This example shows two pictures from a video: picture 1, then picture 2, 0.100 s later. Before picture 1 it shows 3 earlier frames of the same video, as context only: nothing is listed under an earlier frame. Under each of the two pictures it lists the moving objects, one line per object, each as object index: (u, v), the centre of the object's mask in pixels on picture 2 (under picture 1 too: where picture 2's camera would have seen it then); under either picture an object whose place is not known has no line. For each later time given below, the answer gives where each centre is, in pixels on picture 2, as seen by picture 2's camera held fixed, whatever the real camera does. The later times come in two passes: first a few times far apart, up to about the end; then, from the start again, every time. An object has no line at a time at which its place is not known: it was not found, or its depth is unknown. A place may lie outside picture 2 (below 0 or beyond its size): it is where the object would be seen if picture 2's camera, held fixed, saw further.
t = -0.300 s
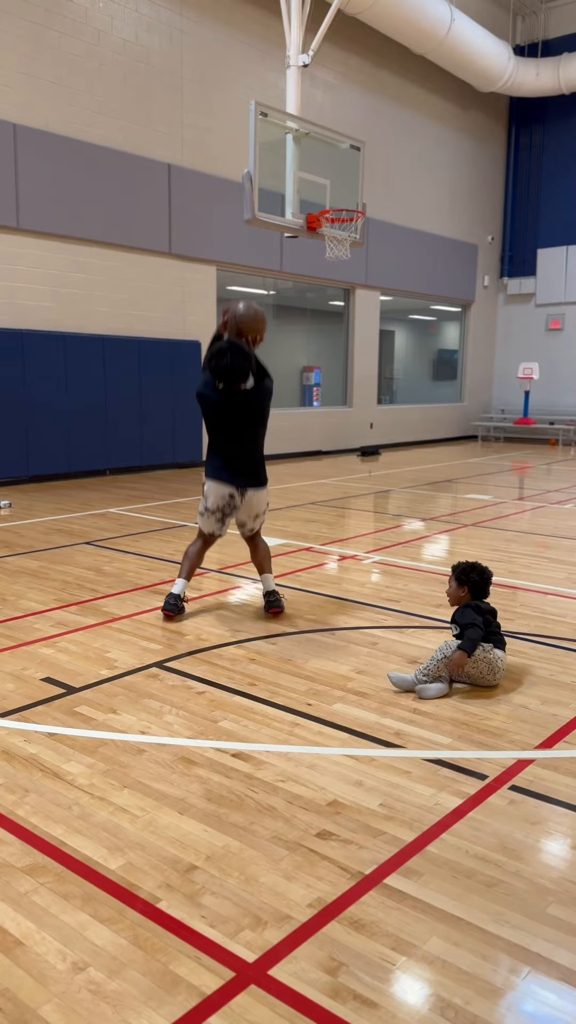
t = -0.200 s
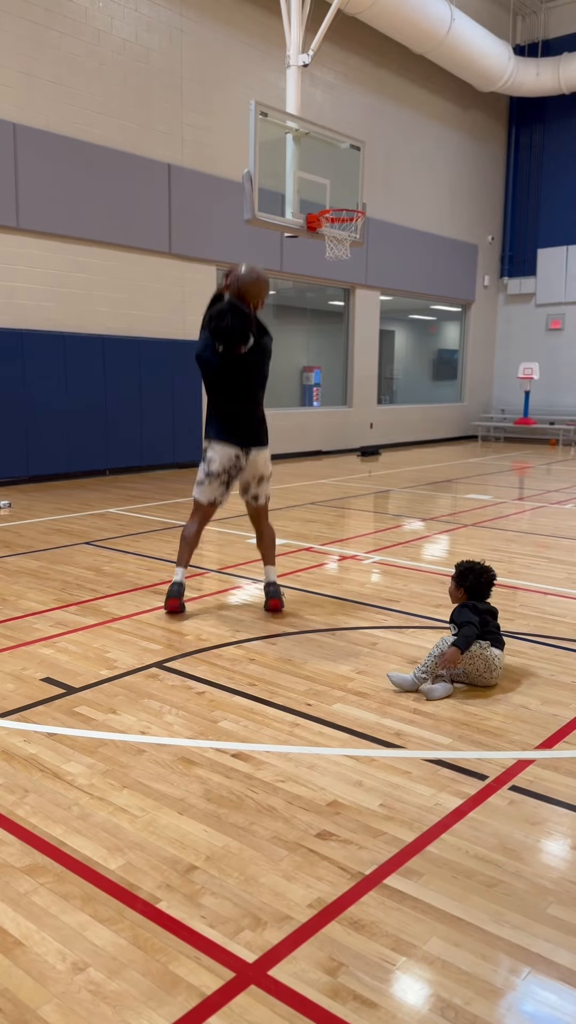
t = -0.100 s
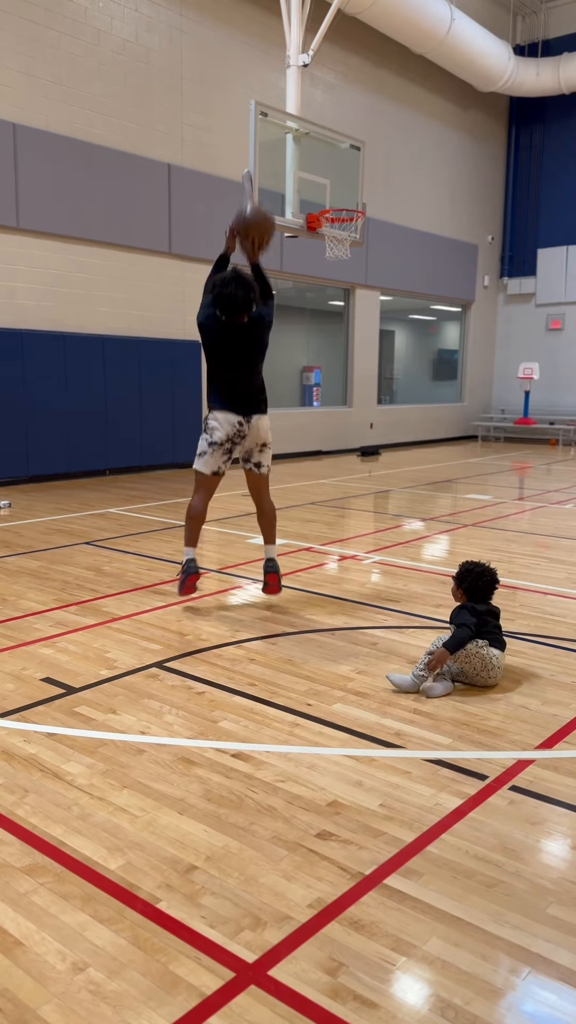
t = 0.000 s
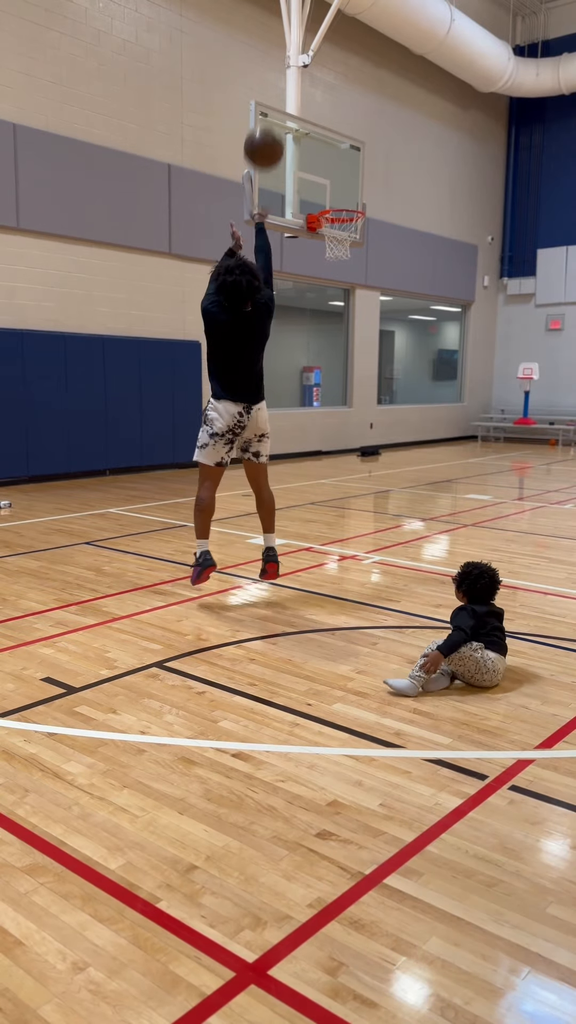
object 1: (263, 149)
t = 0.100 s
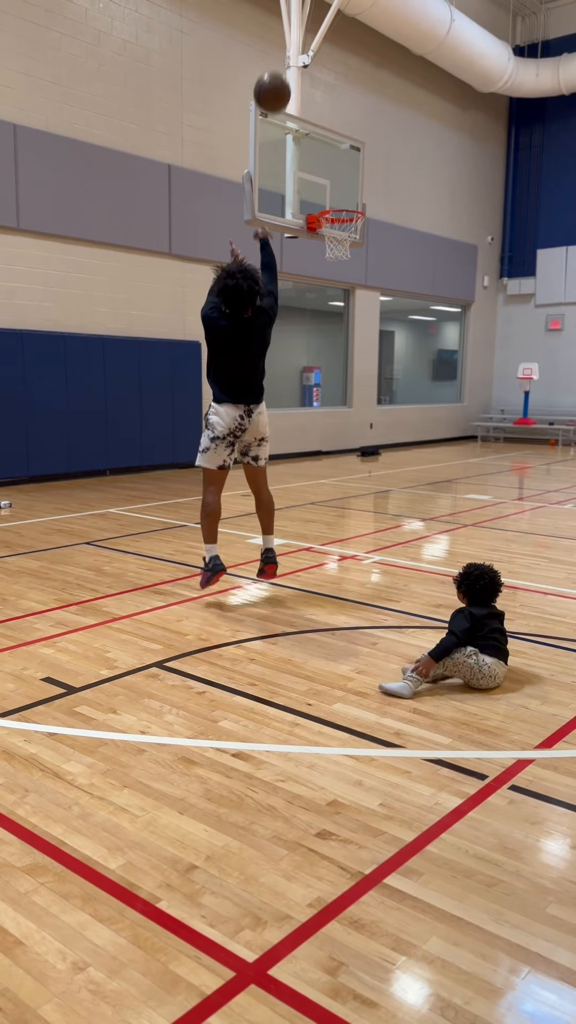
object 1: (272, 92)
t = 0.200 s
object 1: (279, 60)
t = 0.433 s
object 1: (292, 46)
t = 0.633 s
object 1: (301, 86)
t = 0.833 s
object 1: (306, 159)
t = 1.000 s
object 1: (343, 219)
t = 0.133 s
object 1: (274, 79)
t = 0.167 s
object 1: (277, 68)
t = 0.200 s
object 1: (279, 60)
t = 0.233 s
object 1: (281, 53)
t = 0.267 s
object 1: (284, 48)
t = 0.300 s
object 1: (286, 44)
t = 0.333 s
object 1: (287, 43)
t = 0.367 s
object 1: (289, 43)
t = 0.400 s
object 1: (291, 44)
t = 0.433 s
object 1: (292, 46)
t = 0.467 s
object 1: (294, 50)
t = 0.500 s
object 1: (295, 55)
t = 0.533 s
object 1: (297, 61)
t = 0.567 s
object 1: (298, 68)
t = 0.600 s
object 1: (299, 77)
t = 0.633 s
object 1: (301, 86)
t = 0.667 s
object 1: (301, 96)
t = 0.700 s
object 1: (303, 107)
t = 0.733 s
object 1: (303, 119)
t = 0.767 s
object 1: (304, 132)
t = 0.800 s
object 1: (305, 145)
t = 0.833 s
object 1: (306, 159)
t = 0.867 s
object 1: (307, 174)
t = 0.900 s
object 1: (315, 184)
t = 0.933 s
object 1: (324, 195)
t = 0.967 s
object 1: (333, 202)
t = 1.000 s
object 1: (343, 219)
